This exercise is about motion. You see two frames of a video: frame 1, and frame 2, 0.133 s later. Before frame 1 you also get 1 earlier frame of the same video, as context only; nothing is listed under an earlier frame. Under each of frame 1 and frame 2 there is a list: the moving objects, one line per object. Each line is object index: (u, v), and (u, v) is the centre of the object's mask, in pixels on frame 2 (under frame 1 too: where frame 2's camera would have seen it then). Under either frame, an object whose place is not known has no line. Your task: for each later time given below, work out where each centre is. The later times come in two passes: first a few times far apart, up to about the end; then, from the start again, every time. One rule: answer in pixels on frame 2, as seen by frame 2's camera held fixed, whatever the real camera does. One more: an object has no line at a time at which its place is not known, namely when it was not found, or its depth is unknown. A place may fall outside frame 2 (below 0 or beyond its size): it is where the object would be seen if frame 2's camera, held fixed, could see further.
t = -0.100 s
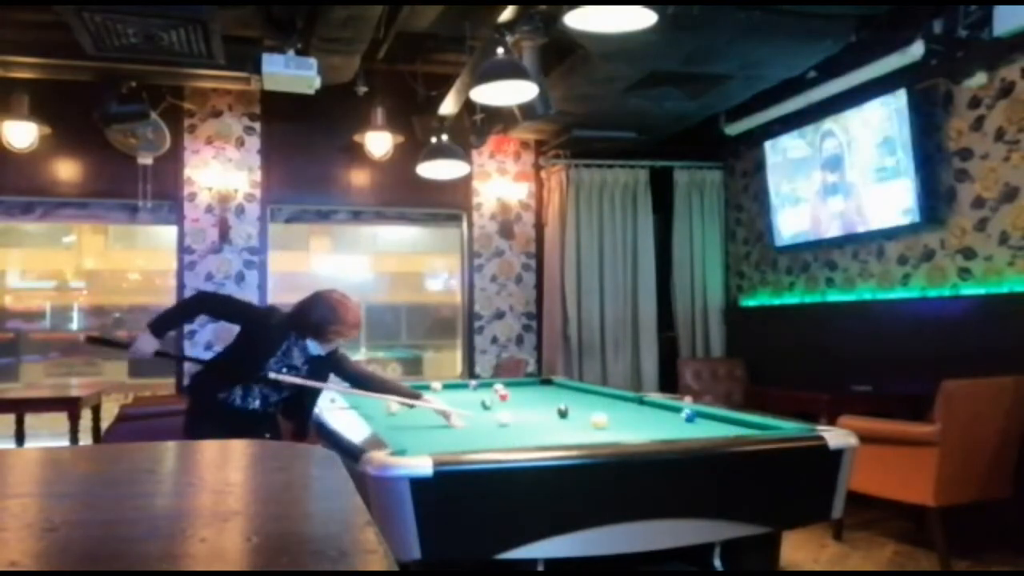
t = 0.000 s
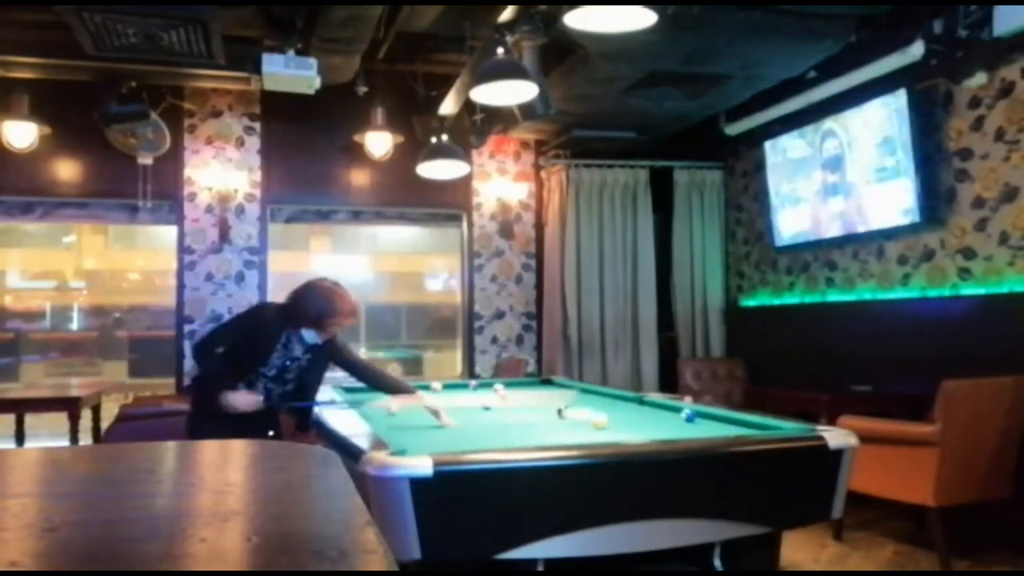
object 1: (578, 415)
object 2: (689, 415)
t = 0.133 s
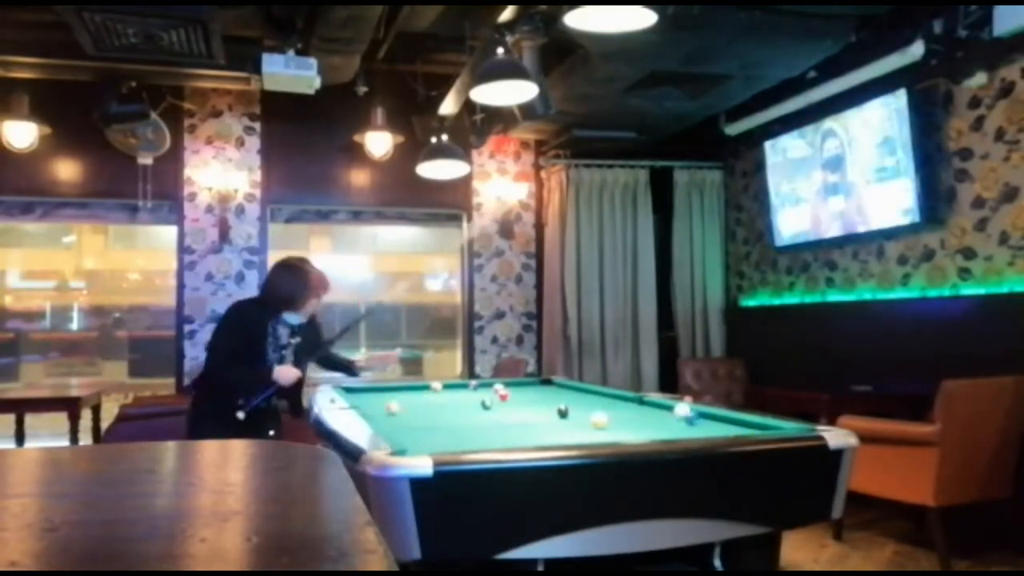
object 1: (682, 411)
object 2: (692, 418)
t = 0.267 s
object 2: (643, 424)
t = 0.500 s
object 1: (577, 402)
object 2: (550, 436)
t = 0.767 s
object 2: (419, 450)
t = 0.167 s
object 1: (678, 410)
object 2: (680, 421)
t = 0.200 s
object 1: (667, 410)
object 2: (668, 420)
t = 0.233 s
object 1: (656, 408)
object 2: (656, 422)
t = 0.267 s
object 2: (643, 424)
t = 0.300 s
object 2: (631, 426)
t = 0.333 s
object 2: (619, 428)
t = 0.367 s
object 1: (614, 405)
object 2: (607, 430)
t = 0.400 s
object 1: (605, 404)
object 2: (592, 433)
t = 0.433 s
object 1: (596, 402)
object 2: (578, 434)
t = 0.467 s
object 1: (586, 403)
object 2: (564, 435)
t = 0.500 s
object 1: (577, 402)
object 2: (550, 436)
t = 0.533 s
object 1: (569, 401)
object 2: (535, 438)
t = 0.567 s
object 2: (519, 440)
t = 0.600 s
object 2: (504, 442)
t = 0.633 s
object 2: (488, 443)
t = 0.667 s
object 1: (536, 399)
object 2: (473, 444)
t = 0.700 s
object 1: (528, 400)
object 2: (455, 447)
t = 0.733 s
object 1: (521, 399)
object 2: (435, 448)
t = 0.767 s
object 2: (419, 450)
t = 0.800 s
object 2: (405, 452)
